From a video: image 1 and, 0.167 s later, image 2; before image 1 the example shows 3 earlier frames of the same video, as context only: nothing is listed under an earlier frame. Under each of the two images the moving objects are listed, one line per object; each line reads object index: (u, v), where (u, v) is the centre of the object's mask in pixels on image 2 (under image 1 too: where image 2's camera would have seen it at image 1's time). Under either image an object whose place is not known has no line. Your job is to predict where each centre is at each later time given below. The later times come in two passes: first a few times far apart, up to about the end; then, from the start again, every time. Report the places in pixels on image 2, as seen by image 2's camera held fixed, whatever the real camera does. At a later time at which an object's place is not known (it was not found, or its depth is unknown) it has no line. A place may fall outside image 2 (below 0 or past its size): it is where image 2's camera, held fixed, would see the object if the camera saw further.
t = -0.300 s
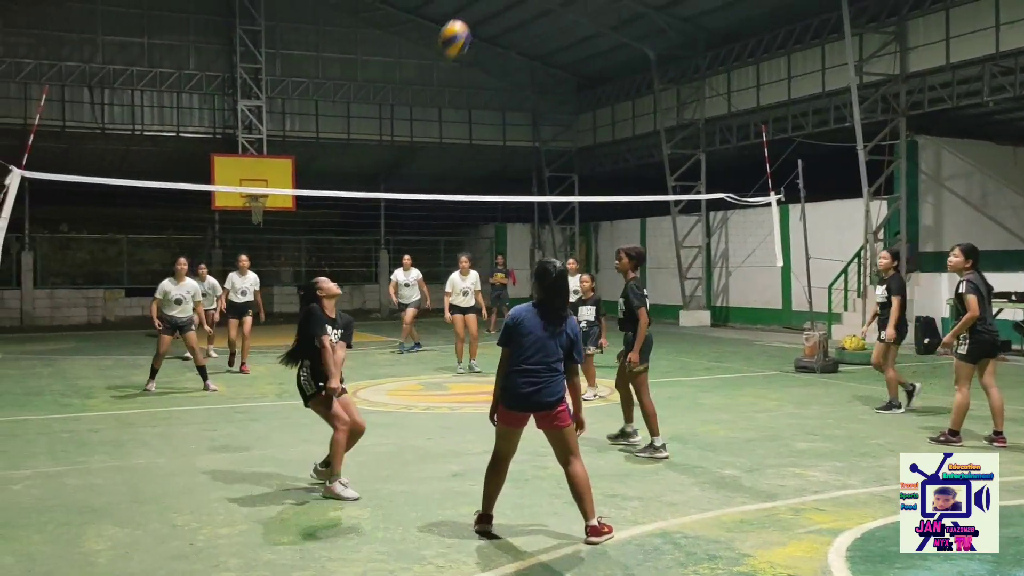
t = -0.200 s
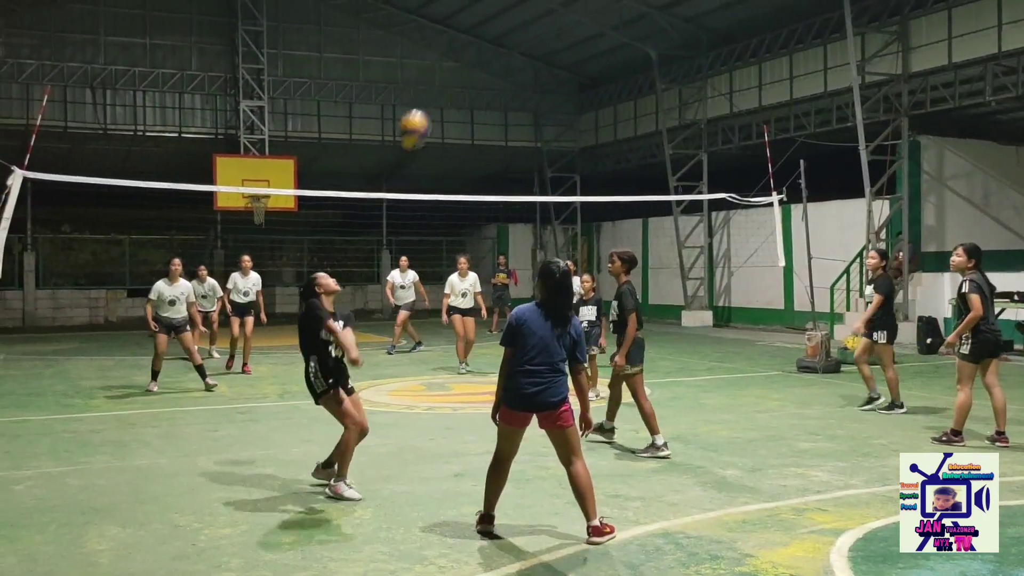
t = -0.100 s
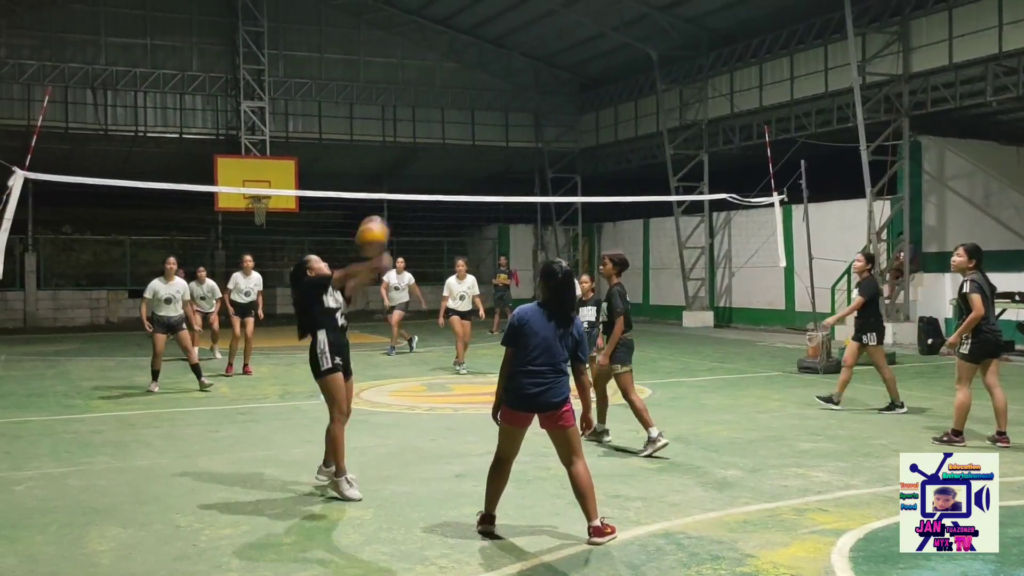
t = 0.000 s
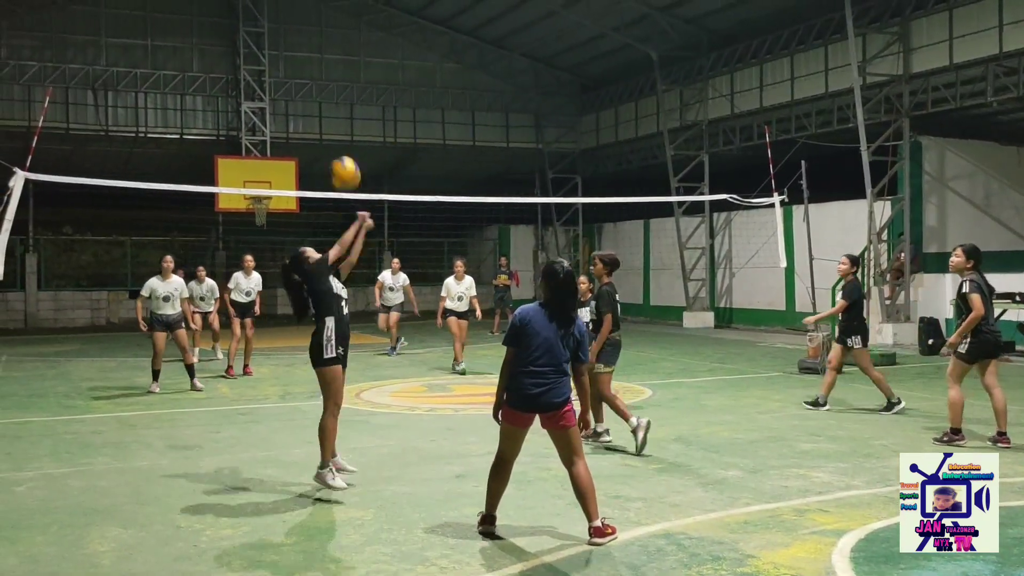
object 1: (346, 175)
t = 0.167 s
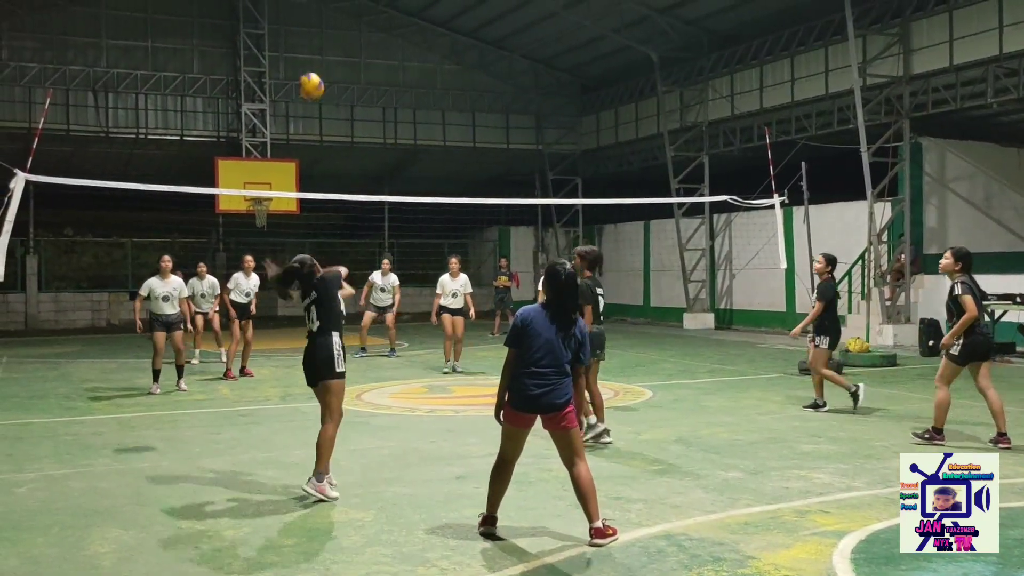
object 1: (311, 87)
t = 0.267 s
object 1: (294, 61)
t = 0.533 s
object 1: (263, 57)
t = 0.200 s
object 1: (305, 76)
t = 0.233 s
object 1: (300, 67)
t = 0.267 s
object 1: (294, 61)
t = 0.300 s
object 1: (289, 56)
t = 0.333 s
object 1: (285, 52)
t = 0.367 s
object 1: (279, 50)
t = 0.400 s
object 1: (277, 50)
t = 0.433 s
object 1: (273, 50)
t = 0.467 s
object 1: (269, 51)
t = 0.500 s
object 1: (266, 53)
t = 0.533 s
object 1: (263, 57)
